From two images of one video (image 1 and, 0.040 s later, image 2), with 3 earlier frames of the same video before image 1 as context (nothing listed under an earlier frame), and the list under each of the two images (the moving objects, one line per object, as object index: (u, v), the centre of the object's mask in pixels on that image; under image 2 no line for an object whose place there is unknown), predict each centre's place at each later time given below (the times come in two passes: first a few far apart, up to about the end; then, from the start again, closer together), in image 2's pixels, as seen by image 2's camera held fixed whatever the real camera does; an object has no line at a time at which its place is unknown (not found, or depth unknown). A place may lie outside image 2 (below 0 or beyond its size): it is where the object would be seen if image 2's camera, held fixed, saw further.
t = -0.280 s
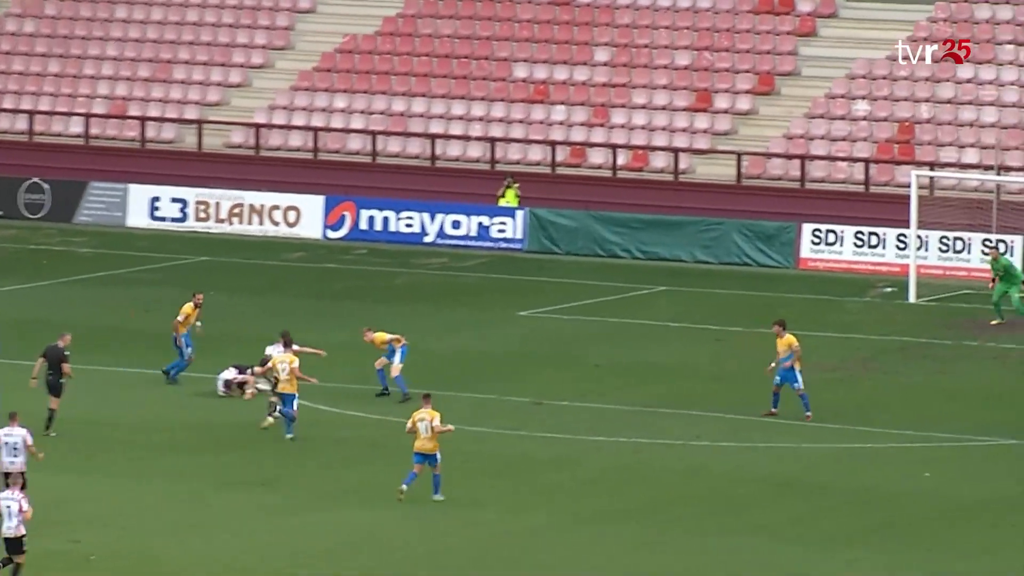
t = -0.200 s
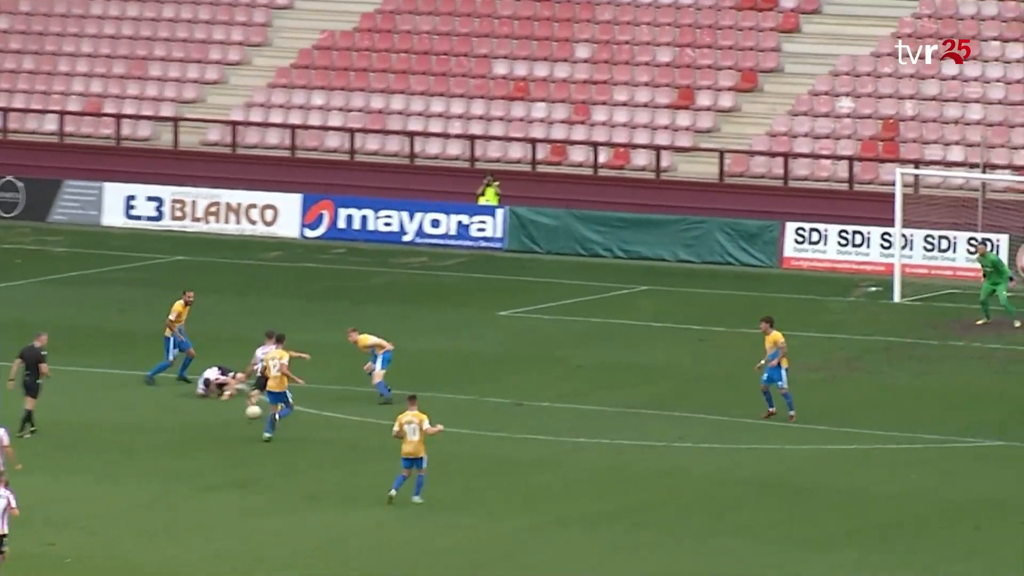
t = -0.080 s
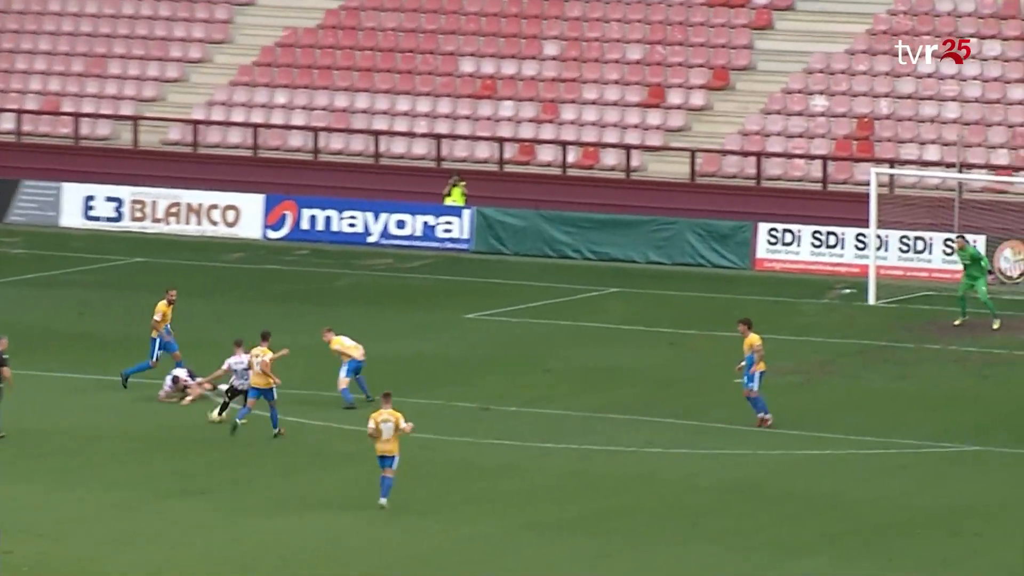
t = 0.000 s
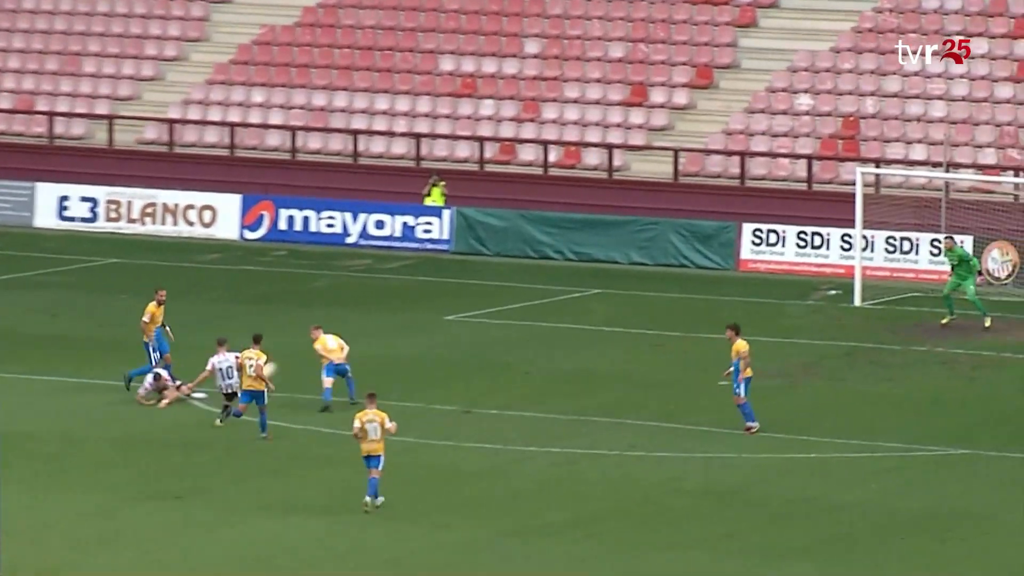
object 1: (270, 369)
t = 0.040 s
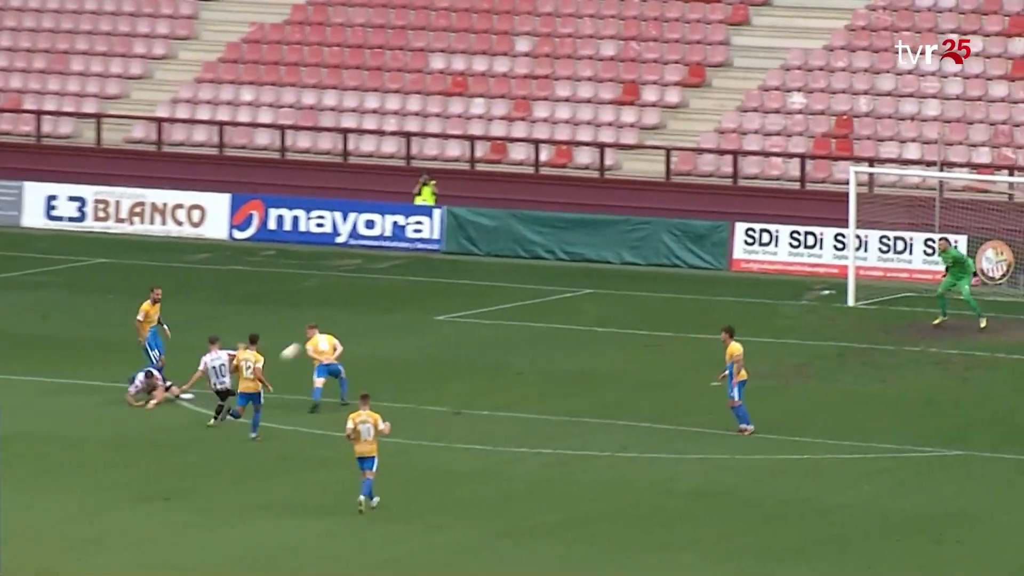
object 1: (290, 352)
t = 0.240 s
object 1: (461, 278)
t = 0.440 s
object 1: (622, 245)
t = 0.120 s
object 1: (361, 316)
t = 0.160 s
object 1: (394, 302)
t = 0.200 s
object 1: (428, 289)
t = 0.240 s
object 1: (461, 278)
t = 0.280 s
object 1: (494, 268)
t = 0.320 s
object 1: (527, 260)
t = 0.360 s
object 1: (559, 254)
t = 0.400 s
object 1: (591, 249)
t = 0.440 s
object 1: (622, 245)
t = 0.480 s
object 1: (653, 243)
